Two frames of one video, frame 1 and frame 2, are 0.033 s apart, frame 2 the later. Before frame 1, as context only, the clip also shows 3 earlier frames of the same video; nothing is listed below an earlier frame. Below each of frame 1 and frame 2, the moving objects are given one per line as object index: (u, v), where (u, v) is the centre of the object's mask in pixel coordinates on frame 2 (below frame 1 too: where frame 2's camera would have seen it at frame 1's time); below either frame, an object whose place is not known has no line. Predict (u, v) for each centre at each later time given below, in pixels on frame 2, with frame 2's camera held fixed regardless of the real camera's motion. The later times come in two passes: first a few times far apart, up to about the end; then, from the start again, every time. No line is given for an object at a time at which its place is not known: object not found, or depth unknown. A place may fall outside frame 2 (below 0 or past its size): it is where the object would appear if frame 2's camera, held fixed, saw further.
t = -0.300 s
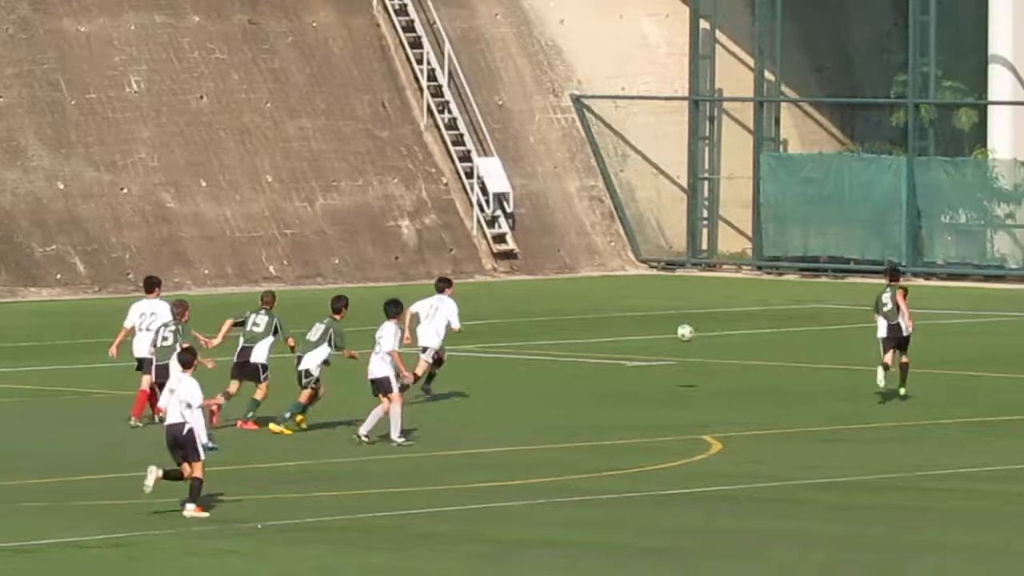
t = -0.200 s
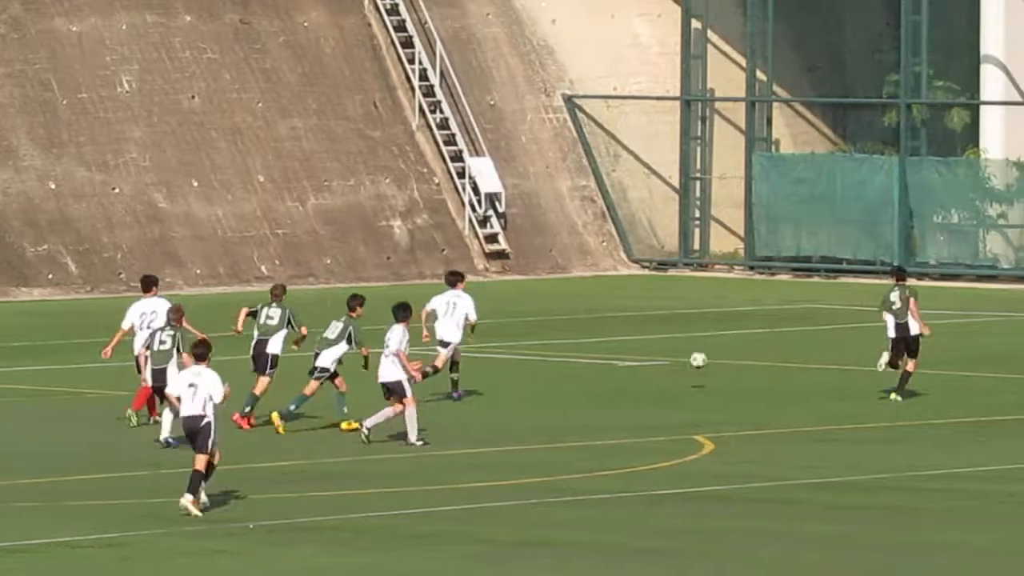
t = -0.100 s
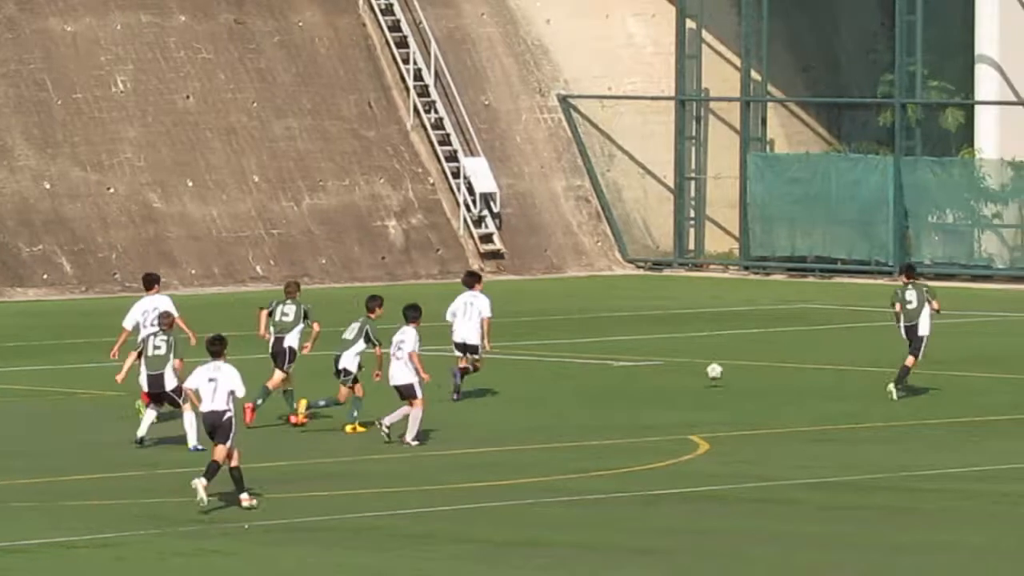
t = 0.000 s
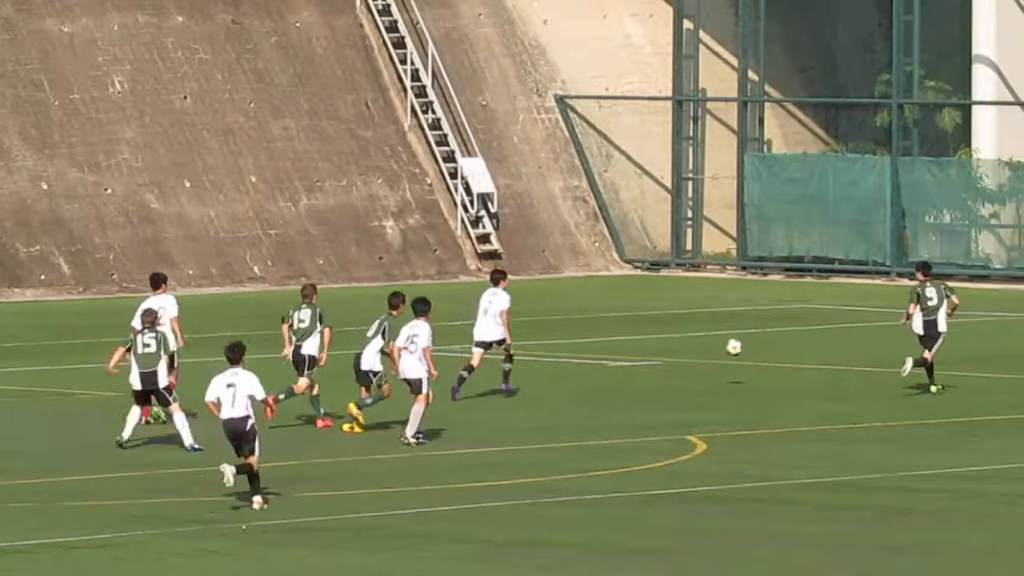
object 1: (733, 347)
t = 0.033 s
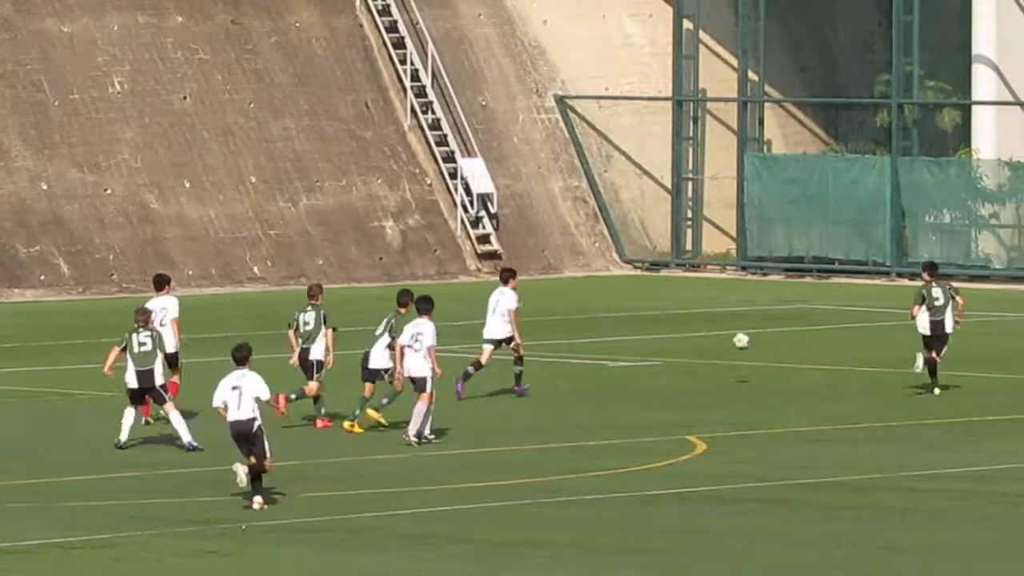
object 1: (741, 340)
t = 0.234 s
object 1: (784, 321)
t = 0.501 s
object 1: (837, 342)
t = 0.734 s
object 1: (883, 349)
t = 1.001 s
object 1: (932, 343)
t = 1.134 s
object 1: (956, 359)
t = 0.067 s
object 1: (748, 335)
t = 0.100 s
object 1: (755, 330)
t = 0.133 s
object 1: (762, 327)
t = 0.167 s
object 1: (769, 324)
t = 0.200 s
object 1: (776, 322)
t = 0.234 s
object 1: (784, 321)
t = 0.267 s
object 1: (790, 321)
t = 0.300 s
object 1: (797, 322)
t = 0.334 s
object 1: (804, 323)
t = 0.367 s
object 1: (811, 324)
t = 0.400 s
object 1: (817, 328)
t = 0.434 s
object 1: (824, 332)
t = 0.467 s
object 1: (831, 337)
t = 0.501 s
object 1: (837, 342)
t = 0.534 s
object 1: (844, 349)
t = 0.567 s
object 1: (850, 357)
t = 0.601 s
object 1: (857, 365)
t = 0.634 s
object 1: (863, 366)
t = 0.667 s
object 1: (869, 360)
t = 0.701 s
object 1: (876, 354)
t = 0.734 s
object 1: (883, 349)
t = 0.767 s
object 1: (889, 345)
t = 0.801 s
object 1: (895, 343)
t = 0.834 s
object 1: (901, 340)
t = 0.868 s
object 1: (908, 339)
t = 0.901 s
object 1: (914, 339)
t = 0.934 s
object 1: (920, 339)
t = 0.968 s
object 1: (926, 341)
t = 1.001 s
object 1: (932, 343)
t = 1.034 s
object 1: (938, 346)
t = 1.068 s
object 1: (944, 349)
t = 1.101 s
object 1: (950, 354)
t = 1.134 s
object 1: (956, 359)
